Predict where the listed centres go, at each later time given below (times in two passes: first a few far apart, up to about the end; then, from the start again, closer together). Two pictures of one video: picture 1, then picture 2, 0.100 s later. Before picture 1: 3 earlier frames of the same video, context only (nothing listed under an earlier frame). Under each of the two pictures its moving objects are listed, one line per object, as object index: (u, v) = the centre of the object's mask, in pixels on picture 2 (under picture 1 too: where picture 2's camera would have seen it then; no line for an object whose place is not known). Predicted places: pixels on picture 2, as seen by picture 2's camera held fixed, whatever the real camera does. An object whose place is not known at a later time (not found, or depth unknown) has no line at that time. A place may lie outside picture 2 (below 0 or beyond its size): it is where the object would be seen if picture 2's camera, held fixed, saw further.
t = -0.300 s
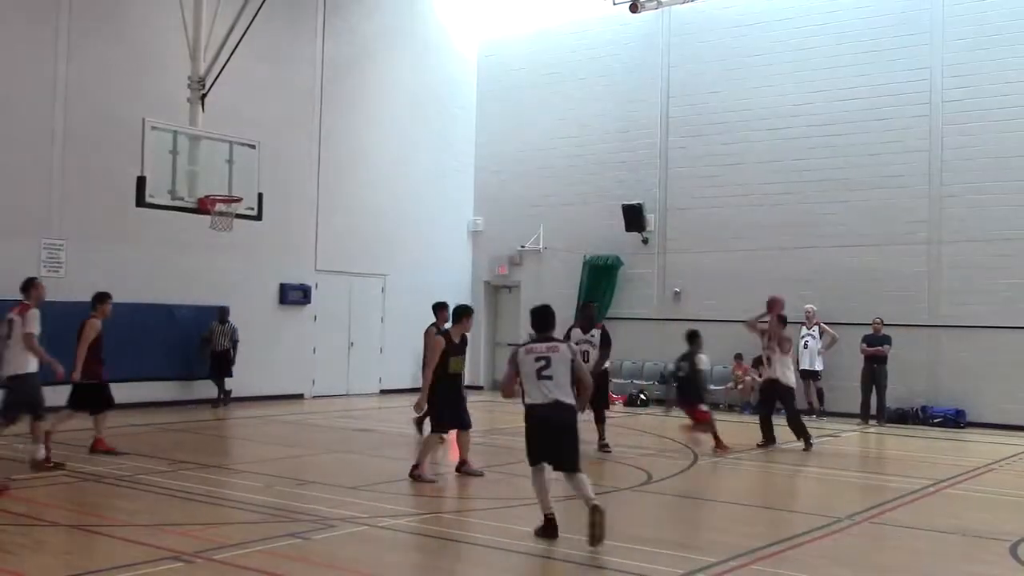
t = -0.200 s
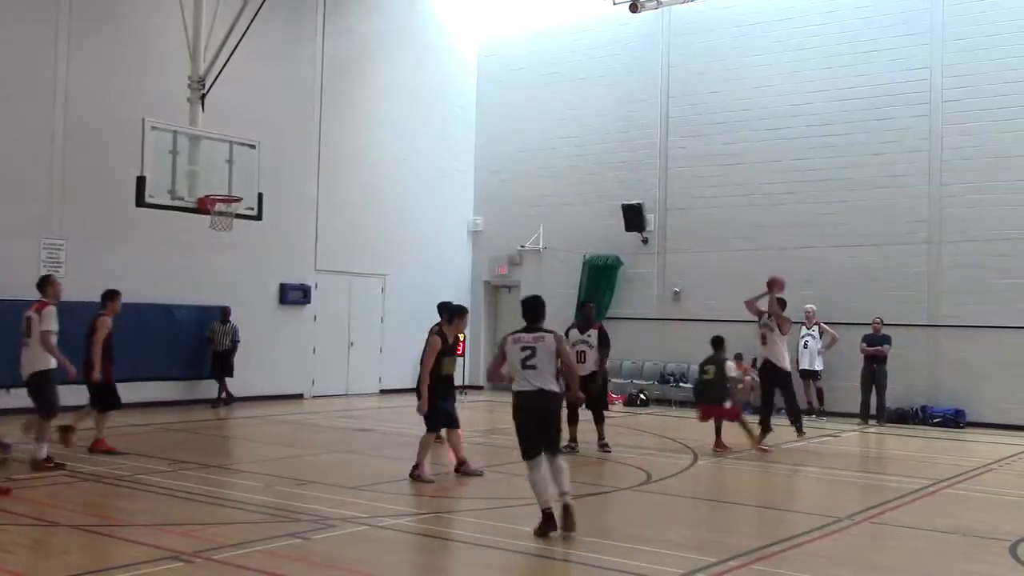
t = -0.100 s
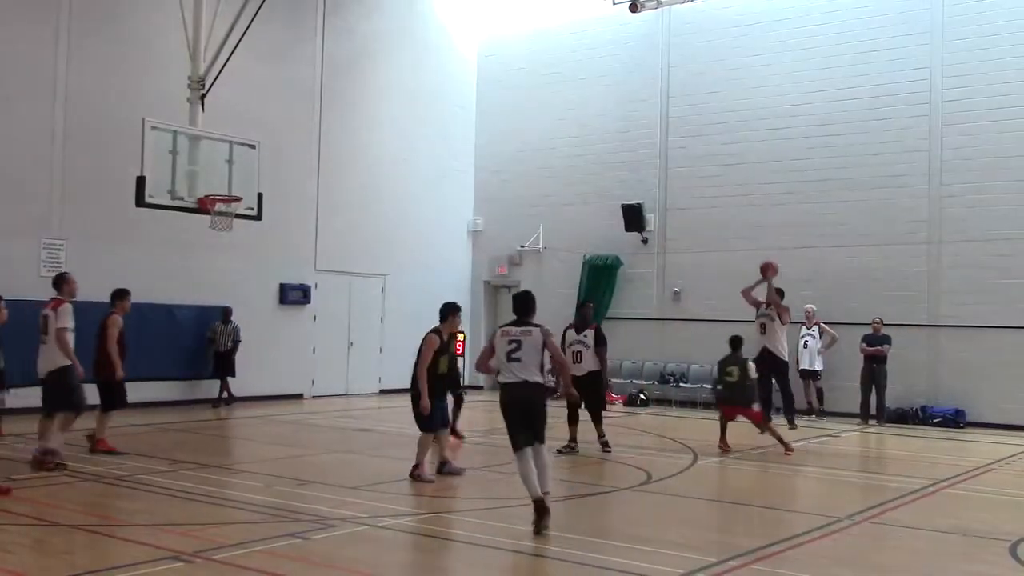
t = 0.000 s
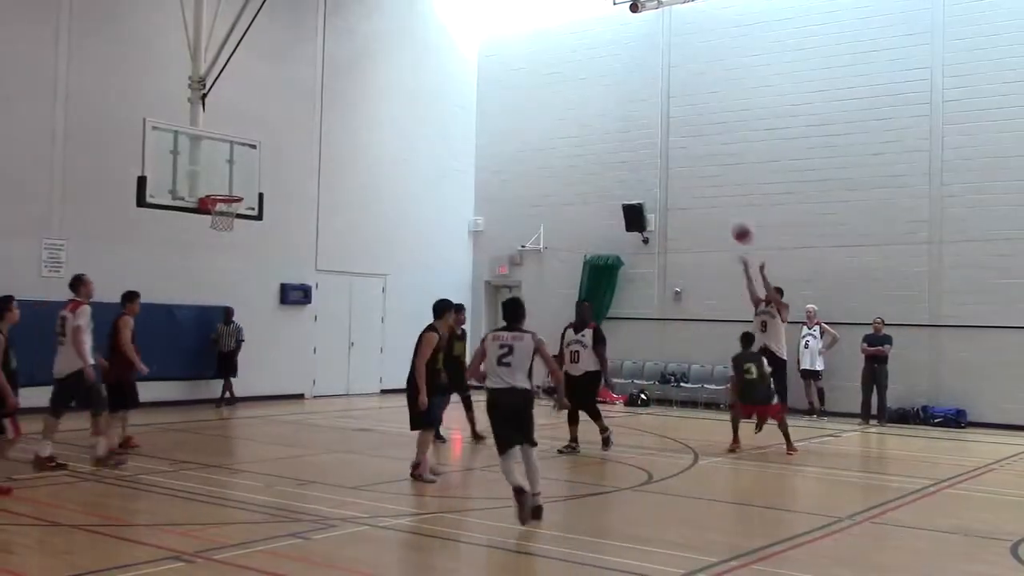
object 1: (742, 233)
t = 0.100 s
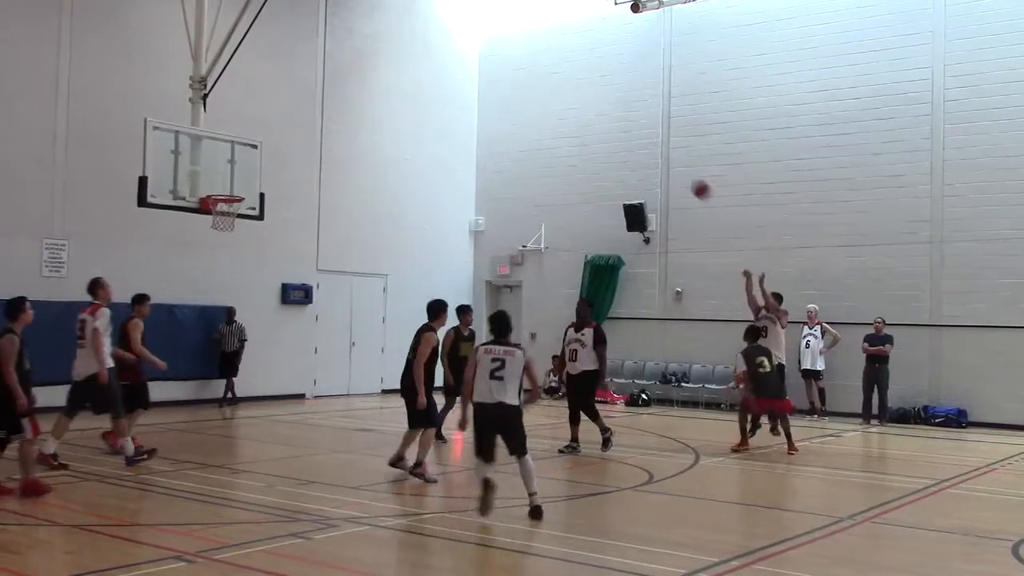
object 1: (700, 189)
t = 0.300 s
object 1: (616, 124)
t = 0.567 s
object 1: (506, 82)
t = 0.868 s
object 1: (381, 96)
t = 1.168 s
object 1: (253, 176)
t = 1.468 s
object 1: (182, 241)
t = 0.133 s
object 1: (686, 176)
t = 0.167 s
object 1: (673, 164)
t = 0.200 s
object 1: (659, 153)
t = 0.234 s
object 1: (644, 142)
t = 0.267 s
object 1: (630, 133)
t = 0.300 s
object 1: (616, 124)
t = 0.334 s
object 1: (602, 116)
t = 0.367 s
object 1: (588, 108)
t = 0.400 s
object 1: (574, 102)
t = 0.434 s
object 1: (560, 97)
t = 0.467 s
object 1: (547, 92)
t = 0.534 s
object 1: (519, 84)
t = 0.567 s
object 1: (506, 82)
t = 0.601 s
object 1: (492, 80)
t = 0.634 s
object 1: (478, 79)
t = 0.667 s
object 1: (464, 79)
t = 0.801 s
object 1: (408, 87)
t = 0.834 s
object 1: (394, 91)
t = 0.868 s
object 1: (381, 96)
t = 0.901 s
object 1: (366, 101)
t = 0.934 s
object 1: (352, 108)
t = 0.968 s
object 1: (339, 115)
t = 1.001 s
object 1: (324, 124)
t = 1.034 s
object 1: (310, 132)
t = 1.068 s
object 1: (296, 142)
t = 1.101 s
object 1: (282, 152)
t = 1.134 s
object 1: (268, 164)
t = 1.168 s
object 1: (253, 176)
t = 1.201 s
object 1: (239, 189)
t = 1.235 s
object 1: (227, 197)
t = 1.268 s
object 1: (213, 211)
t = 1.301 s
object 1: (206, 211)
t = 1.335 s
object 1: (201, 219)
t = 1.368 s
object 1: (196, 224)
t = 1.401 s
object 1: (192, 228)
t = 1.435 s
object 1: (187, 234)
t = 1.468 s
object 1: (182, 241)
